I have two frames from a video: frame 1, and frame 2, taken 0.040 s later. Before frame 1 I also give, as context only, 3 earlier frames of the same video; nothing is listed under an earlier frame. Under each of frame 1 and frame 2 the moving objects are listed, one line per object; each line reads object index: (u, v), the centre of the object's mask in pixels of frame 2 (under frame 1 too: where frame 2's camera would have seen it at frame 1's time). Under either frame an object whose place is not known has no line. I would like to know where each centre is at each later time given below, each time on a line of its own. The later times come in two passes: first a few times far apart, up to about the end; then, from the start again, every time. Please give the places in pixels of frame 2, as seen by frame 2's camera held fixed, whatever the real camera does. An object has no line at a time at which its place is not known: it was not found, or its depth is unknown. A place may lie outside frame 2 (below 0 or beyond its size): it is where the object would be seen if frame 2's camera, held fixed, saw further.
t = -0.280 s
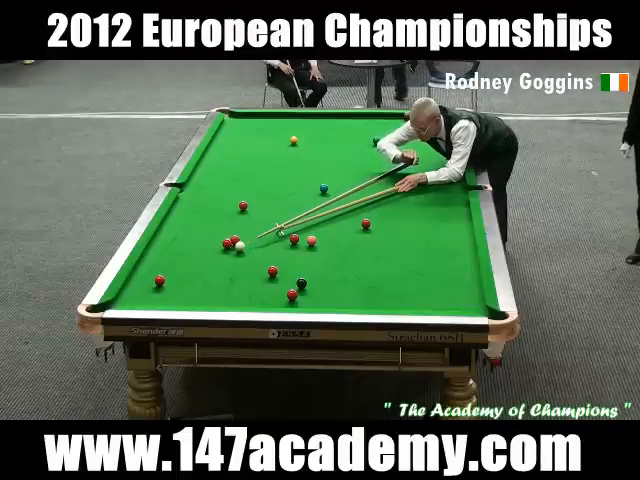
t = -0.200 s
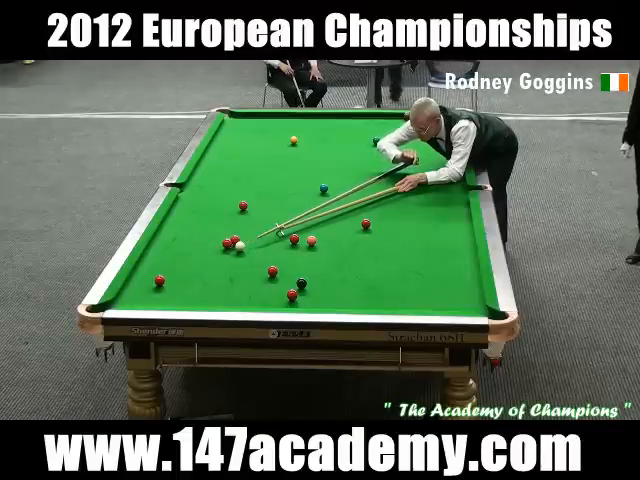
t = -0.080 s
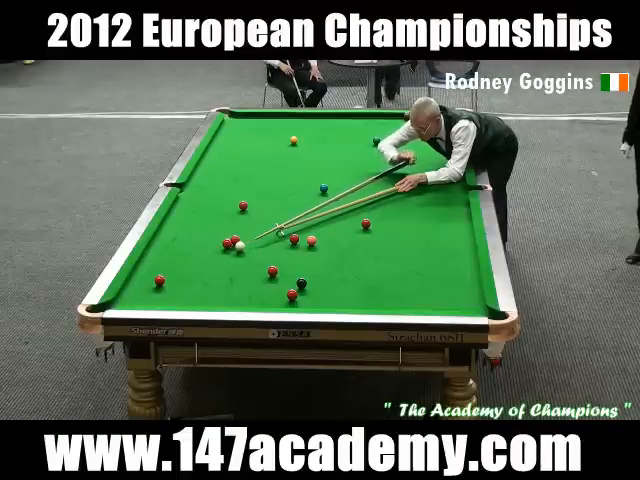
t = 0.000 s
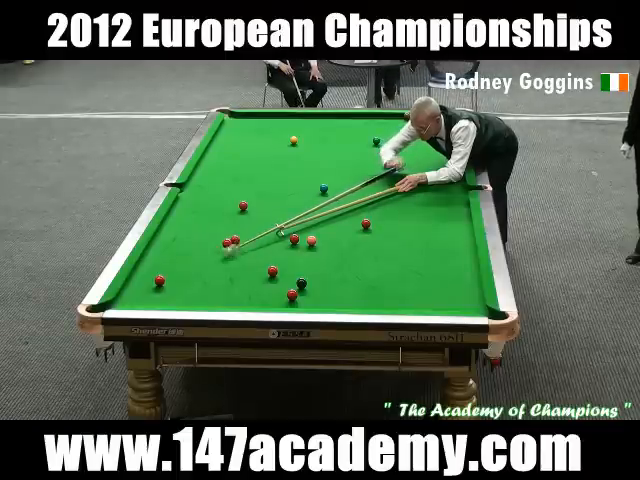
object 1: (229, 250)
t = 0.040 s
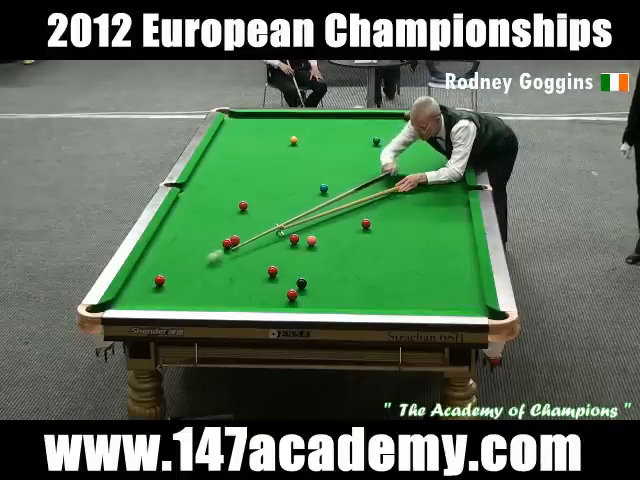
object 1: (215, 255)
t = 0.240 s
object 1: (162, 275)
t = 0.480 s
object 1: (145, 276)
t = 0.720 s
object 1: (136, 276)
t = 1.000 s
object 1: (147, 275)
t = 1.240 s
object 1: (155, 275)
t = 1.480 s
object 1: (163, 275)
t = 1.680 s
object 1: (168, 275)
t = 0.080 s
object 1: (201, 261)
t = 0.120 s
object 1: (188, 266)
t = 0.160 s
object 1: (174, 272)
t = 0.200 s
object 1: (164, 275)
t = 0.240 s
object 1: (162, 275)
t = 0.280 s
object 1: (159, 275)
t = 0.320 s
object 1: (156, 275)
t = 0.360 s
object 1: (153, 275)
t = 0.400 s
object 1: (150, 275)
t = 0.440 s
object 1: (147, 275)
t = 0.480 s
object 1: (145, 276)
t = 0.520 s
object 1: (142, 276)
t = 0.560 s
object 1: (139, 276)
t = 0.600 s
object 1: (136, 276)
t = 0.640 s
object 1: (134, 276)
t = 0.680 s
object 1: (135, 275)
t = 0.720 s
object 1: (136, 276)
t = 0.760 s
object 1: (138, 276)
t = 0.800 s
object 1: (139, 276)
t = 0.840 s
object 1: (141, 275)
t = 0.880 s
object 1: (143, 275)
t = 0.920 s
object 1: (144, 275)
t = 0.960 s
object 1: (146, 275)
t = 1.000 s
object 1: (147, 275)
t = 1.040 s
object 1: (149, 275)
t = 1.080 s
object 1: (150, 275)
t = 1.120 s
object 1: (151, 275)
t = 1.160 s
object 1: (153, 275)
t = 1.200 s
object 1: (154, 275)
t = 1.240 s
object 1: (155, 275)
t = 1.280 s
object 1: (157, 275)
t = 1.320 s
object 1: (158, 275)
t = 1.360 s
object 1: (159, 275)
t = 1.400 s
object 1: (160, 275)
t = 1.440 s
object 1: (161, 275)
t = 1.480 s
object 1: (163, 275)
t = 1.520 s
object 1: (164, 275)
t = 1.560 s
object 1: (165, 275)
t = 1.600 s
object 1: (166, 275)
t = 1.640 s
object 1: (167, 275)
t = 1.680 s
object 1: (168, 275)
